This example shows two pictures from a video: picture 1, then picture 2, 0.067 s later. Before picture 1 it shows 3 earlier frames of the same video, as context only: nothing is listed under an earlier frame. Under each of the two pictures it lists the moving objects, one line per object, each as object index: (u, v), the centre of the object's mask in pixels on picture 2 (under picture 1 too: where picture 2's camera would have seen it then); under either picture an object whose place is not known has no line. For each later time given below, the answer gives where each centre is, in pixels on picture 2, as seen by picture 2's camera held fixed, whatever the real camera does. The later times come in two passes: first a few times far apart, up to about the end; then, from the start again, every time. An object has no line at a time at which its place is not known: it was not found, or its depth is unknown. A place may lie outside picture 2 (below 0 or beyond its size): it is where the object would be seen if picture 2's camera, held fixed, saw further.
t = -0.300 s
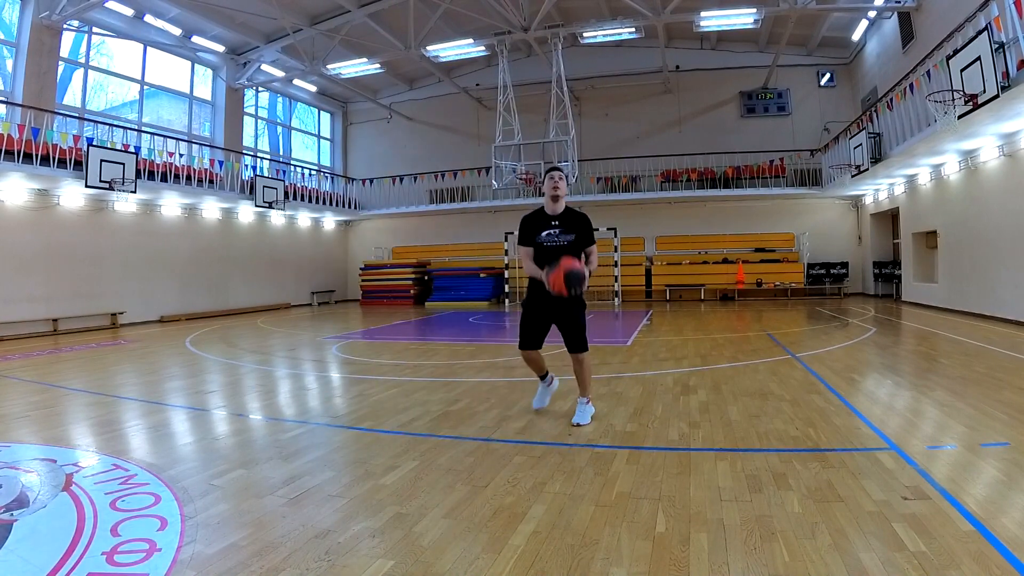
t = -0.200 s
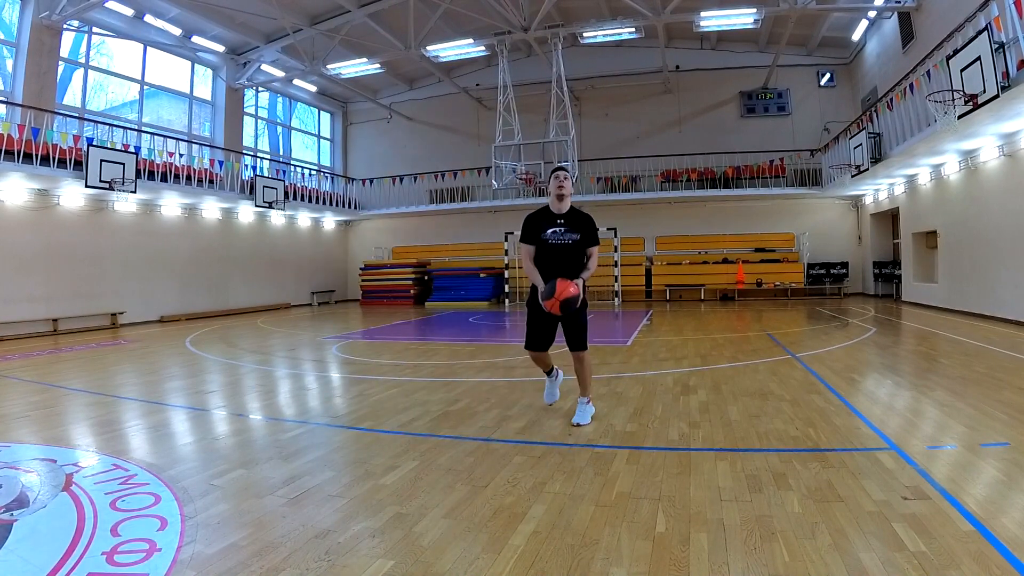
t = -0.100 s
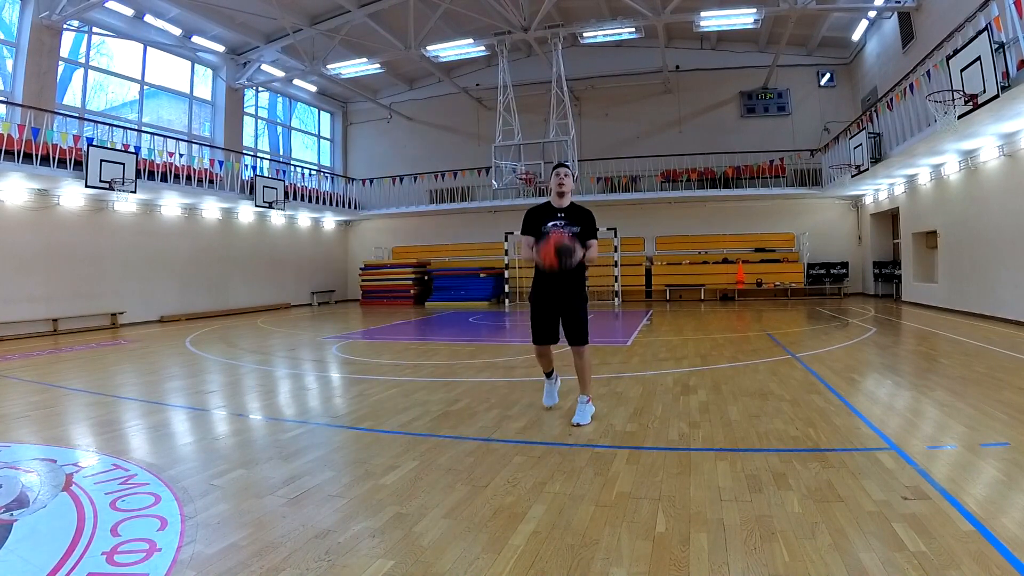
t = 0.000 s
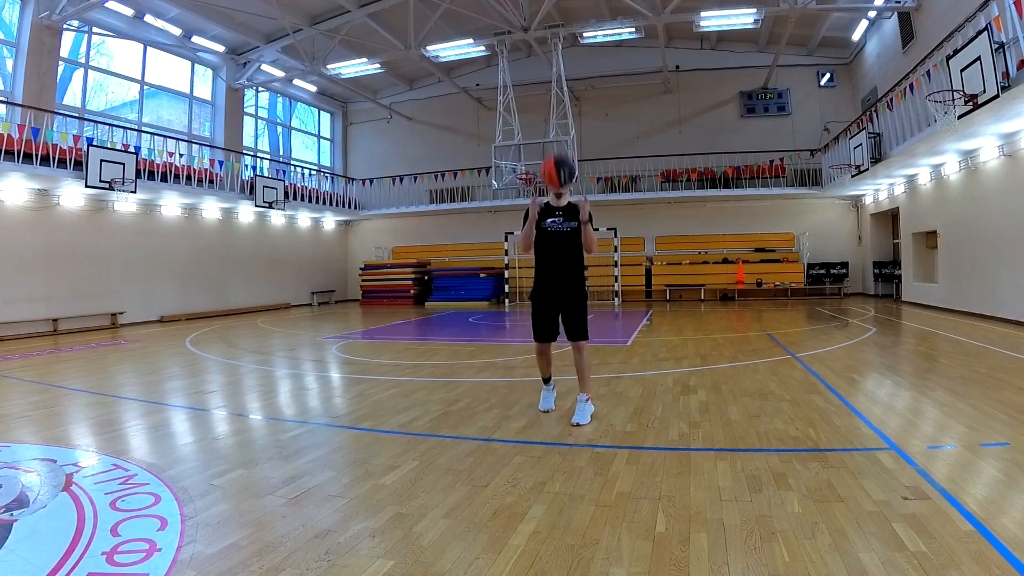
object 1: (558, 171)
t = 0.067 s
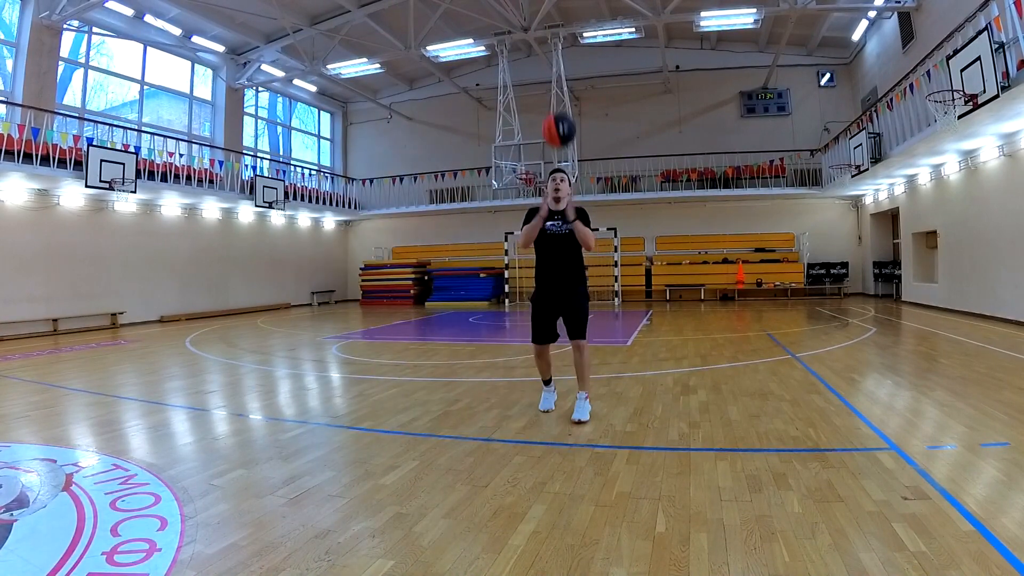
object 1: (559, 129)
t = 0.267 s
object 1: (562, 52)
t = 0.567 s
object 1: (570, 42)
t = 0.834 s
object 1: (581, 119)
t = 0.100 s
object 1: (559, 112)
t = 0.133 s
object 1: (560, 96)
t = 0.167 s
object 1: (560, 82)
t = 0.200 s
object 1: (561, 70)
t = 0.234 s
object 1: (562, 61)
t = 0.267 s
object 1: (562, 52)
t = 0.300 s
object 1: (563, 45)
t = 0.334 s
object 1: (564, 40)
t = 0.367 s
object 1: (565, 36)
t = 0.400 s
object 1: (566, 34)
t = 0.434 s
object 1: (566, 33)
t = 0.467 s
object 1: (567, 33)
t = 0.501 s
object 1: (568, 35)
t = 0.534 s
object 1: (569, 38)
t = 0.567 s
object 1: (570, 42)
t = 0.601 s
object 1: (572, 47)
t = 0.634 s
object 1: (573, 53)
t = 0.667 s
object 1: (574, 62)
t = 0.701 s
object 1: (575, 71)
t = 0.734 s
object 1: (577, 81)
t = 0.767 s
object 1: (578, 92)
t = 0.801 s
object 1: (580, 105)
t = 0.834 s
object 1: (581, 119)
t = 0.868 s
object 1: (582, 134)
